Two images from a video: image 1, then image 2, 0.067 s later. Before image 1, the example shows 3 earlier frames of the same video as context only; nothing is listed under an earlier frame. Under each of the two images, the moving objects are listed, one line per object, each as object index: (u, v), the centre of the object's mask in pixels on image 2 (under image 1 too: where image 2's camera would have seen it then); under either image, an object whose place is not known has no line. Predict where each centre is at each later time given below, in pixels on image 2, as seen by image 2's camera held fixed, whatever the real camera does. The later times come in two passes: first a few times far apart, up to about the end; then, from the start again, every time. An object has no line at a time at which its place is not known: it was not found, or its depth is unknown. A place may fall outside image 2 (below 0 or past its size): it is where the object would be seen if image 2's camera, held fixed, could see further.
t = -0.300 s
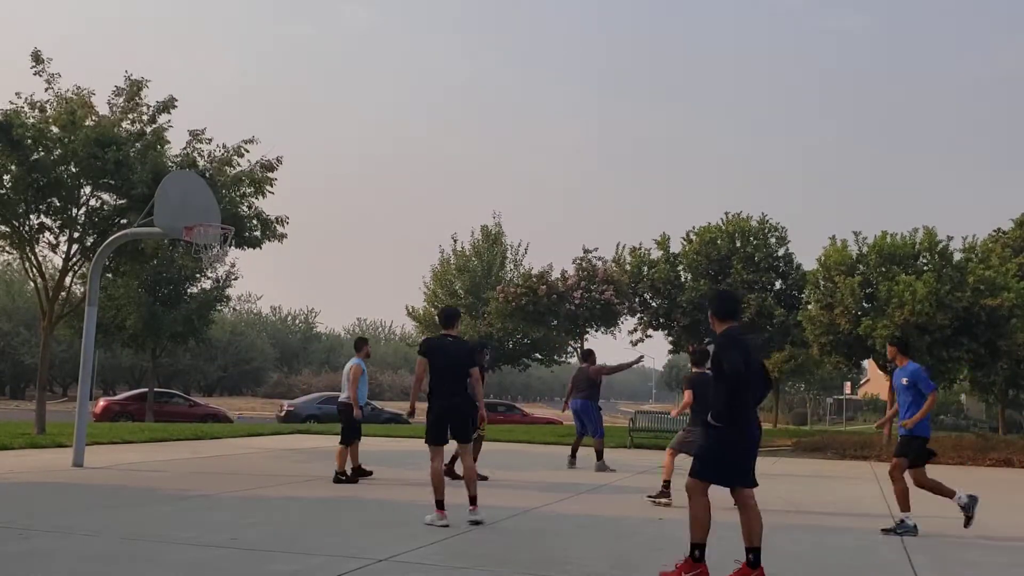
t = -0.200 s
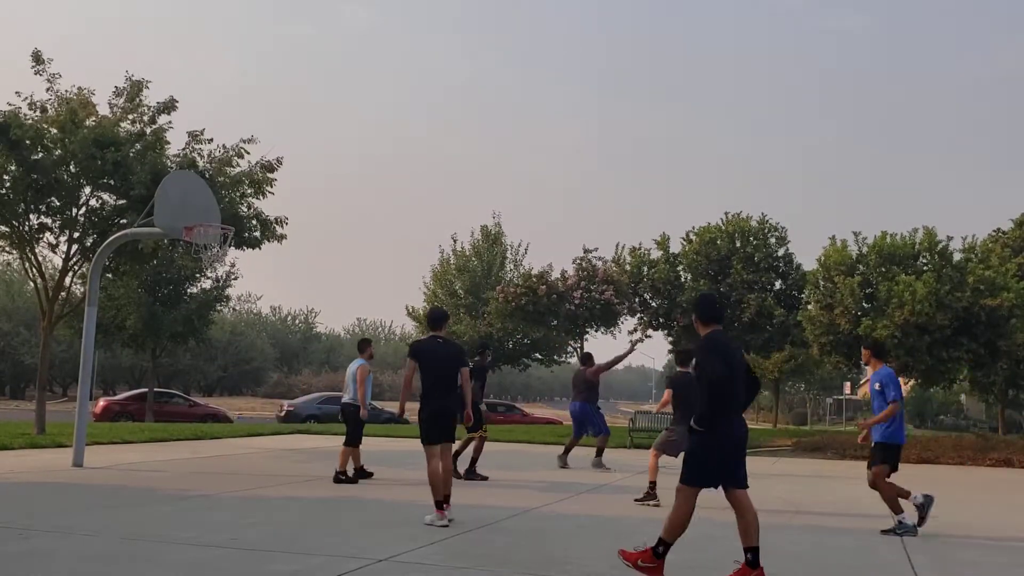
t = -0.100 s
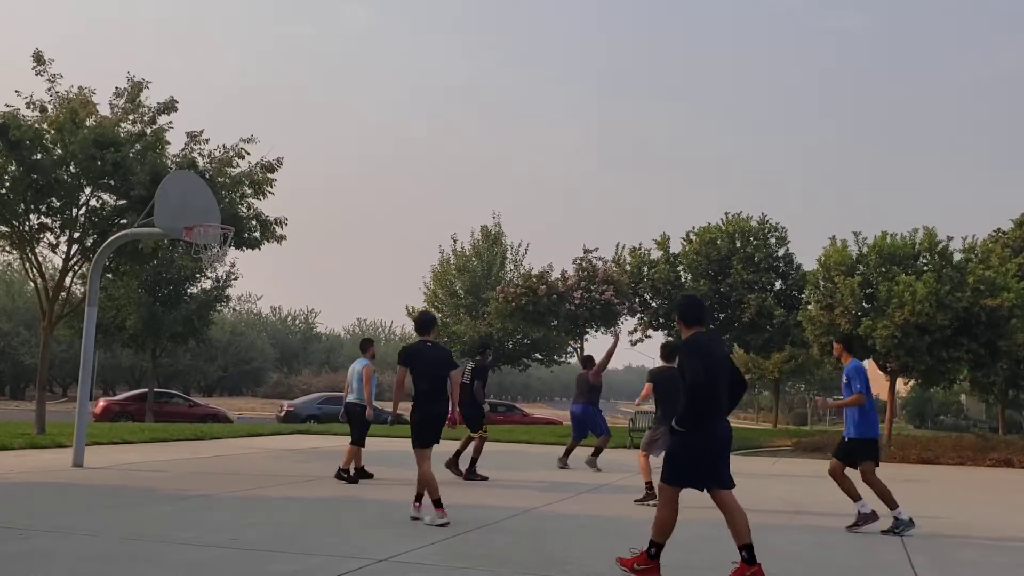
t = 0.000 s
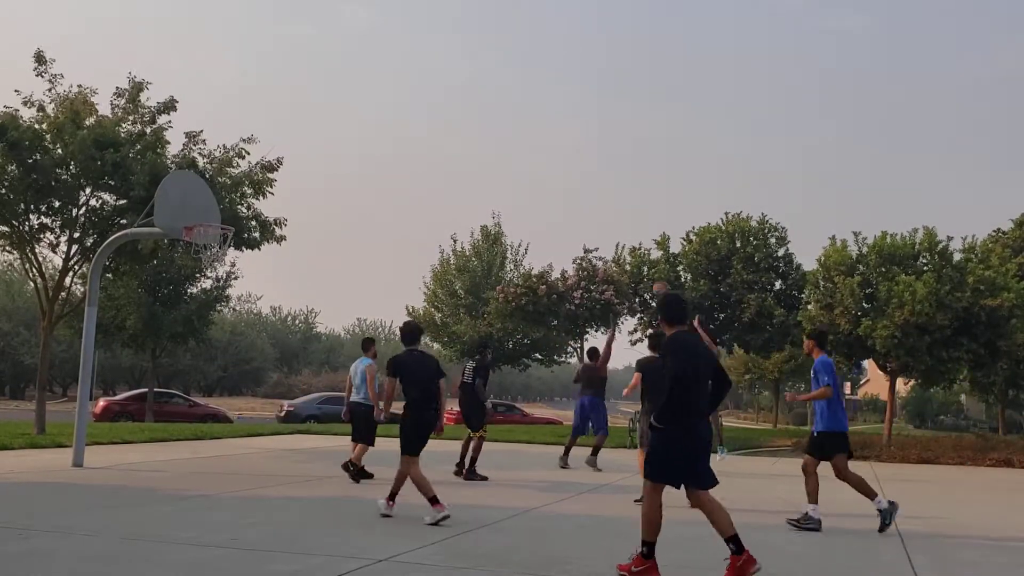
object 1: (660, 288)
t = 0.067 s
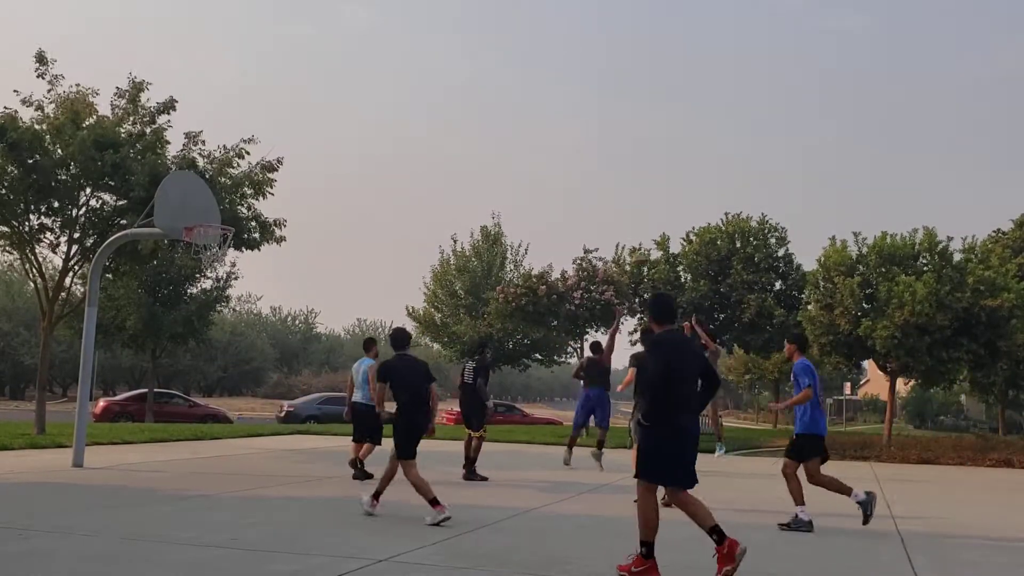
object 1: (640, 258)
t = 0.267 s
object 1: (576, 193)
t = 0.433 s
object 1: (521, 154)
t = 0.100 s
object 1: (629, 248)
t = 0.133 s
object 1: (619, 236)
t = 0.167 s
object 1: (608, 224)
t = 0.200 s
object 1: (597, 213)
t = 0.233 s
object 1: (587, 202)
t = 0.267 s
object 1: (576, 193)
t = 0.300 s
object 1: (565, 184)
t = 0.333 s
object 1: (554, 175)
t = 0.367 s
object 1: (543, 168)
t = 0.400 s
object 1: (532, 161)
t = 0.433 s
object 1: (521, 154)
